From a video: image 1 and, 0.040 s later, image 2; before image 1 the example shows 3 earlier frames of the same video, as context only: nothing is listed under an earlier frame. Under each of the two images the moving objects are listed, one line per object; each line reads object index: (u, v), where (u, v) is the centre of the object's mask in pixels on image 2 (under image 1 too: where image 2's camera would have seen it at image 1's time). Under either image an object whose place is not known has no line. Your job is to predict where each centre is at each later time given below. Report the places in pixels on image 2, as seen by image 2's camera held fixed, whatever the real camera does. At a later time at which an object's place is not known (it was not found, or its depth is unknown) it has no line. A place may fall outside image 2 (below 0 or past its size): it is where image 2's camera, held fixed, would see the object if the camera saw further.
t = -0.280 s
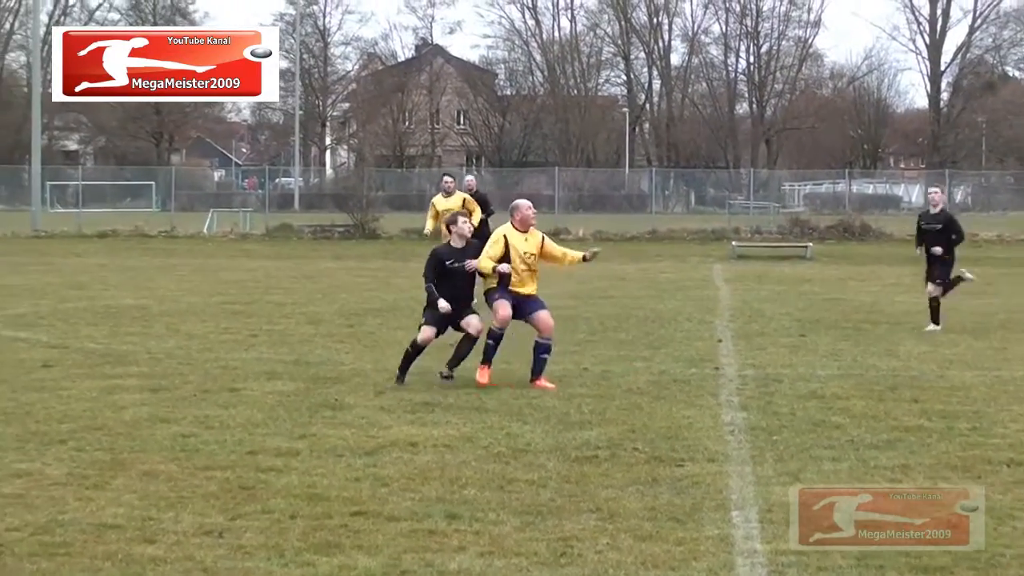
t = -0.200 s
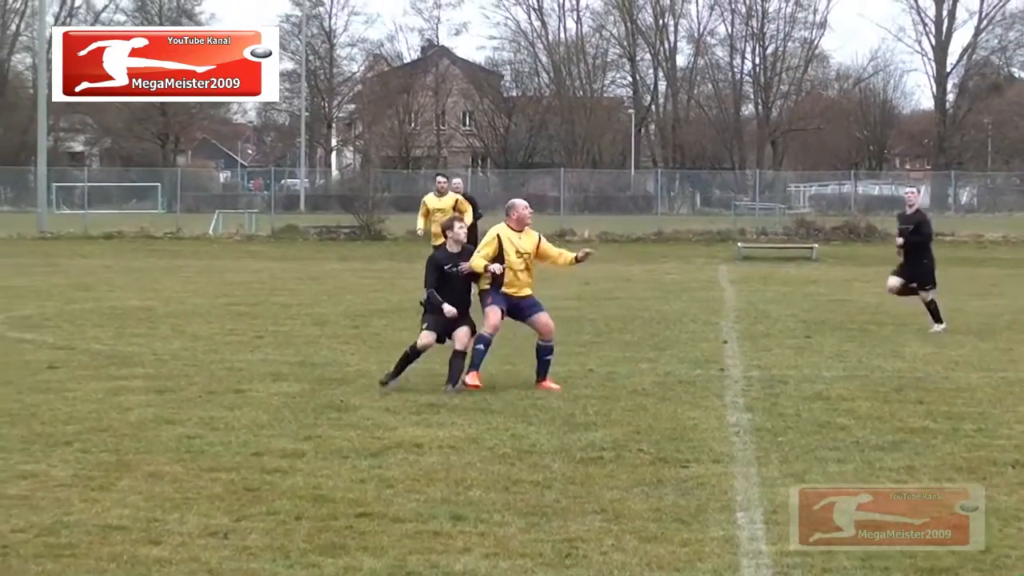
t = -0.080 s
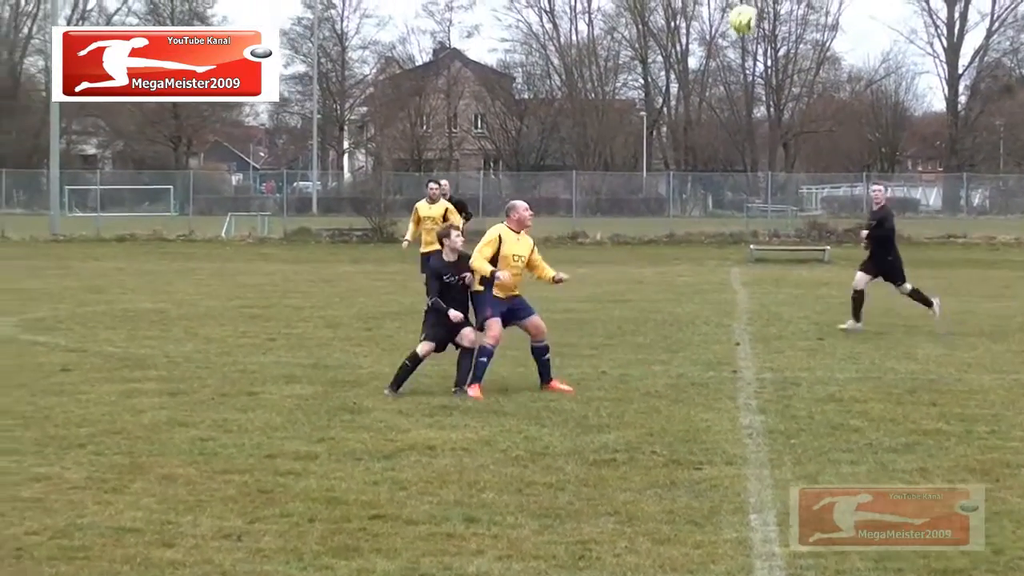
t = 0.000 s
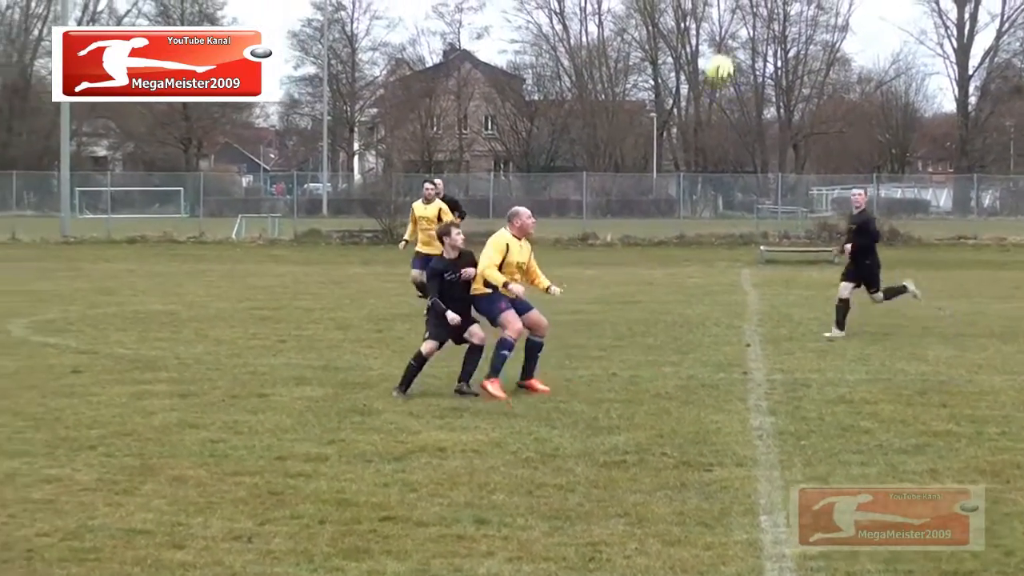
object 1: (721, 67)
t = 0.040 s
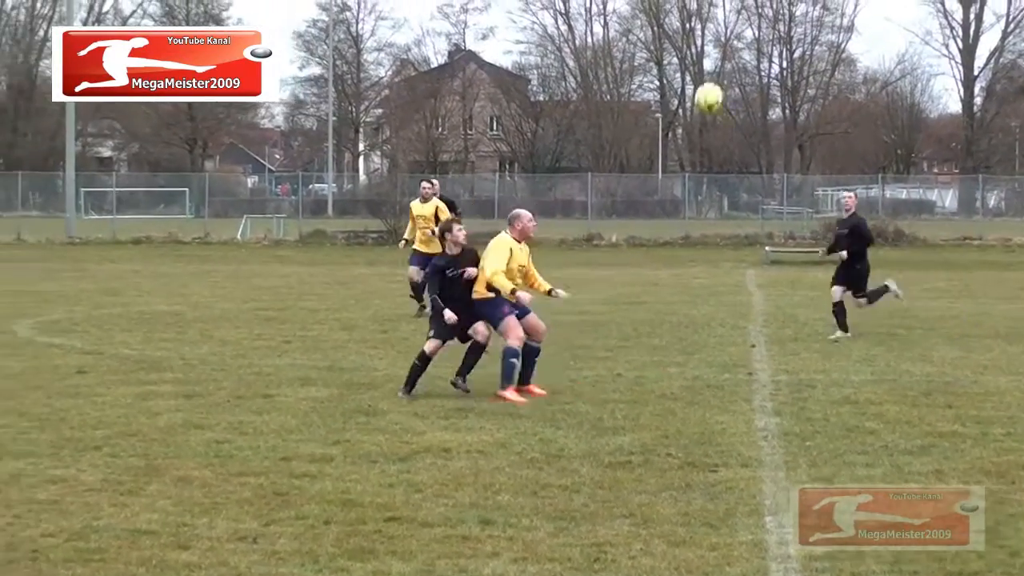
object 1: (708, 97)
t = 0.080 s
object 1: (694, 128)
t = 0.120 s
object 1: (685, 159)
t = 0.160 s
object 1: (673, 192)
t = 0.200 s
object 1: (660, 227)
